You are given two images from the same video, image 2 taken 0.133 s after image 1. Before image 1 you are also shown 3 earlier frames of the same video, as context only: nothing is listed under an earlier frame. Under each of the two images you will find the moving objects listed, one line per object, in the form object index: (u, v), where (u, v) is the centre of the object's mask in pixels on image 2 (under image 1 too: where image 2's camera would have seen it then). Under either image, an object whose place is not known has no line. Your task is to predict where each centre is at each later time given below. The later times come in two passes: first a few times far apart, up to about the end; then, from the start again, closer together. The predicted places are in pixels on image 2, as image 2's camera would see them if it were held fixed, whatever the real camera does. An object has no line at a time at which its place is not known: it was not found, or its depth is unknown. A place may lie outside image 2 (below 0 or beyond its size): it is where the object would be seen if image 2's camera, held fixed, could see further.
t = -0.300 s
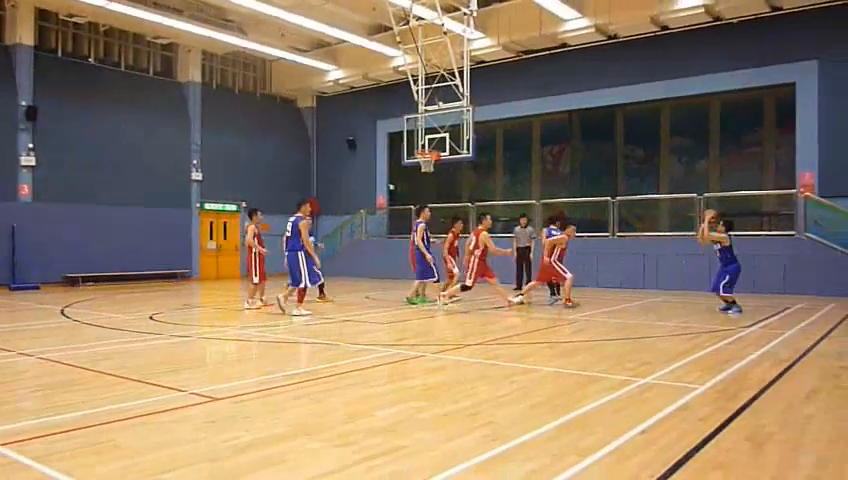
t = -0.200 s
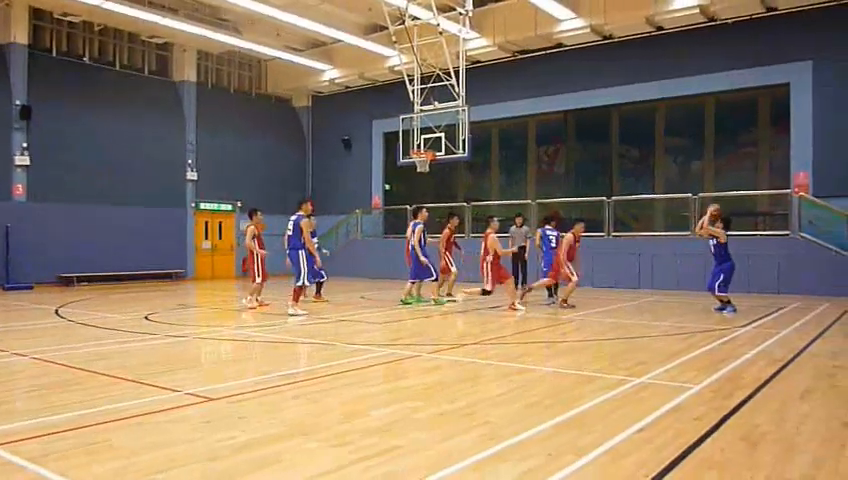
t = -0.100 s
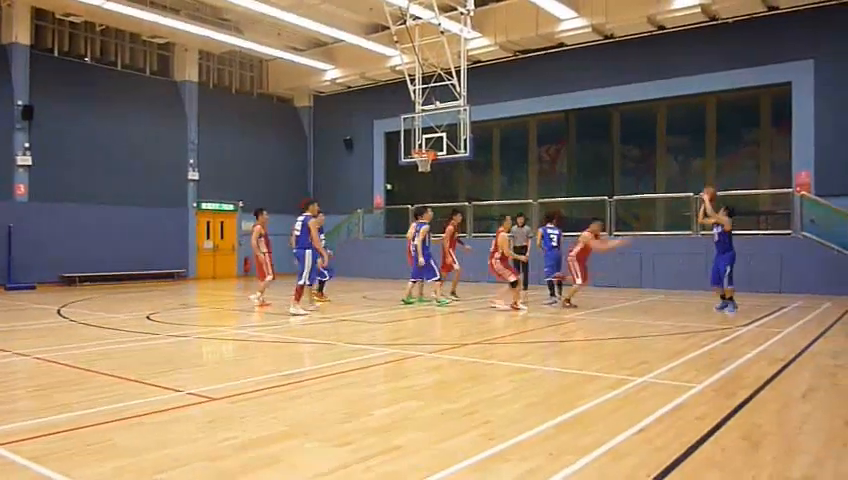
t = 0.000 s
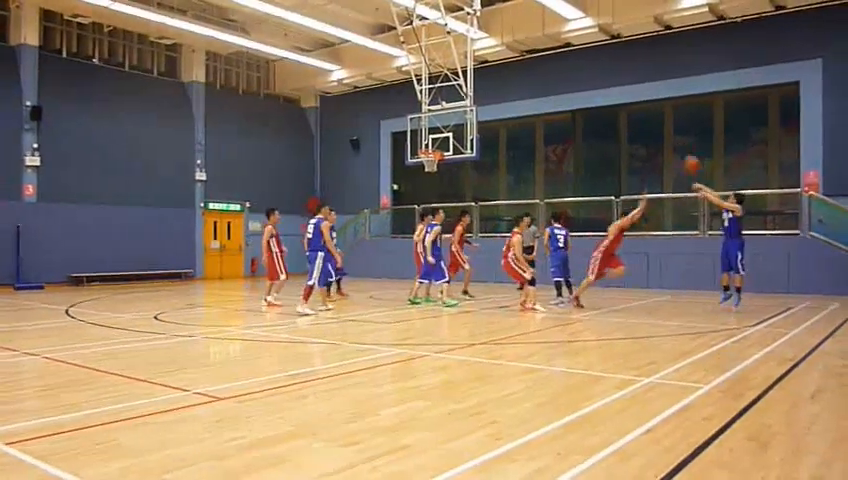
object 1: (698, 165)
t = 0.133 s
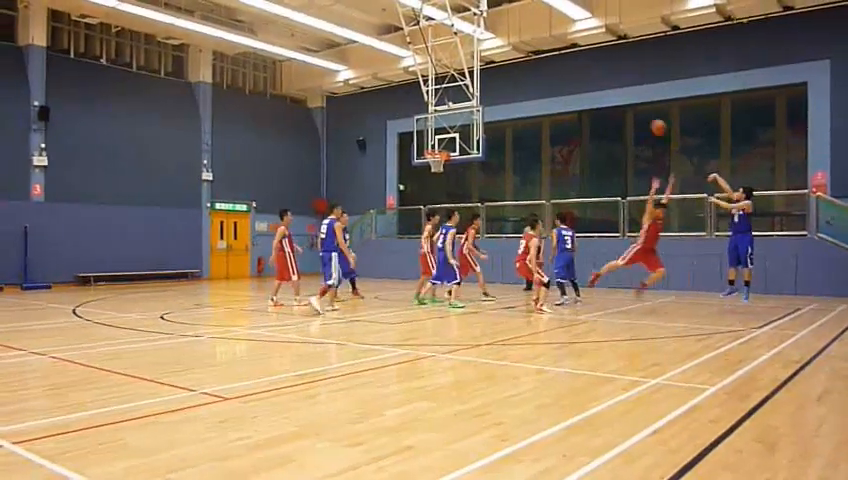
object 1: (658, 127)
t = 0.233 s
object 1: (630, 108)
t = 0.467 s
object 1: (567, 86)
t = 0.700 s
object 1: (513, 93)
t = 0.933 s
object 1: (464, 127)
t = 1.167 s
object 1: (458, 129)
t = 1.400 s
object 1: (488, 111)
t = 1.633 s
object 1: (520, 123)
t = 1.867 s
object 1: (557, 165)
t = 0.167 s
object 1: (647, 119)
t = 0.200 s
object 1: (638, 113)
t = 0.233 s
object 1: (630, 108)
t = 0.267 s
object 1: (620, 103)
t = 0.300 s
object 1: (611, 98)
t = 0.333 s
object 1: (602, 94)
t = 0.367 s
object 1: (594, 90)
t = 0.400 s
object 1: (584, 88)
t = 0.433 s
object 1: (576, 87)
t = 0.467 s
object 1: (567, 86)
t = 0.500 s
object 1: (559, 86)
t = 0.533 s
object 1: (551, 85)
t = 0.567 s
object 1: (543, 86)
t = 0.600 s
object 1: (536, 87)
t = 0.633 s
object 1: (528, 88)
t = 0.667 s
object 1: (520, 89)
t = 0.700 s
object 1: (513, 93)
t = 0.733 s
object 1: (506, 96)
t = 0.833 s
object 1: (485, 109)
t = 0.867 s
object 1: (478, 115)
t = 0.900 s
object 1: (470, 121)
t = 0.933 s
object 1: (464, 127)
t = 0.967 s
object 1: (459, 130)
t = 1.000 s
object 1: (450, 140)
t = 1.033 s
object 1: (445, 145)
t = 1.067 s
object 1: (446, 145)
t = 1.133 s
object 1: (455, 132)
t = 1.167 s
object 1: (458, 129)
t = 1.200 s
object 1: (461, 125)
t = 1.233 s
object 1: (466, 121)
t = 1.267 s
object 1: (470, 118)
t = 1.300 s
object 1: (475, 116)
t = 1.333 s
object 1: (478, 114)
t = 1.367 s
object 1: (484, 112)
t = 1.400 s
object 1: (488, 111)
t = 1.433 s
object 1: (492, 111)
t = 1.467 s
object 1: (496, 111)
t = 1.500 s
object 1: (502, 112)
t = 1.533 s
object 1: (506, 114)
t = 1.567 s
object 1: (511, 116)
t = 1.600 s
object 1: (516, 119)
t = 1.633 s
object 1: (520, 123)
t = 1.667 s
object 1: (525, 126)
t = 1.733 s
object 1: (536, 136)
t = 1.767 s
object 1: (541, 142)
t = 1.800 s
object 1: (546, 149)
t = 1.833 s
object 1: (551, 156)
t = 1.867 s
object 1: (557, 165)
